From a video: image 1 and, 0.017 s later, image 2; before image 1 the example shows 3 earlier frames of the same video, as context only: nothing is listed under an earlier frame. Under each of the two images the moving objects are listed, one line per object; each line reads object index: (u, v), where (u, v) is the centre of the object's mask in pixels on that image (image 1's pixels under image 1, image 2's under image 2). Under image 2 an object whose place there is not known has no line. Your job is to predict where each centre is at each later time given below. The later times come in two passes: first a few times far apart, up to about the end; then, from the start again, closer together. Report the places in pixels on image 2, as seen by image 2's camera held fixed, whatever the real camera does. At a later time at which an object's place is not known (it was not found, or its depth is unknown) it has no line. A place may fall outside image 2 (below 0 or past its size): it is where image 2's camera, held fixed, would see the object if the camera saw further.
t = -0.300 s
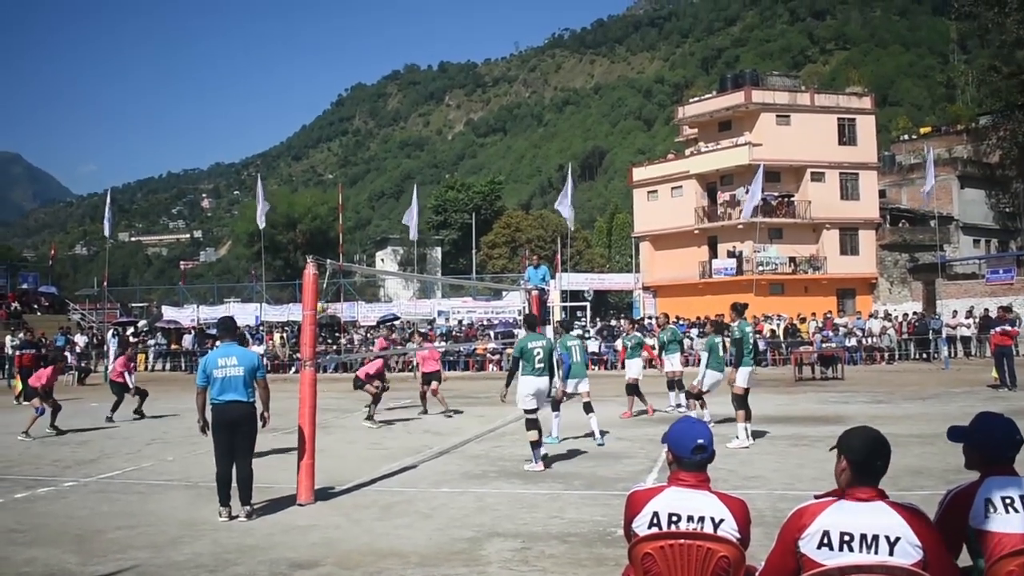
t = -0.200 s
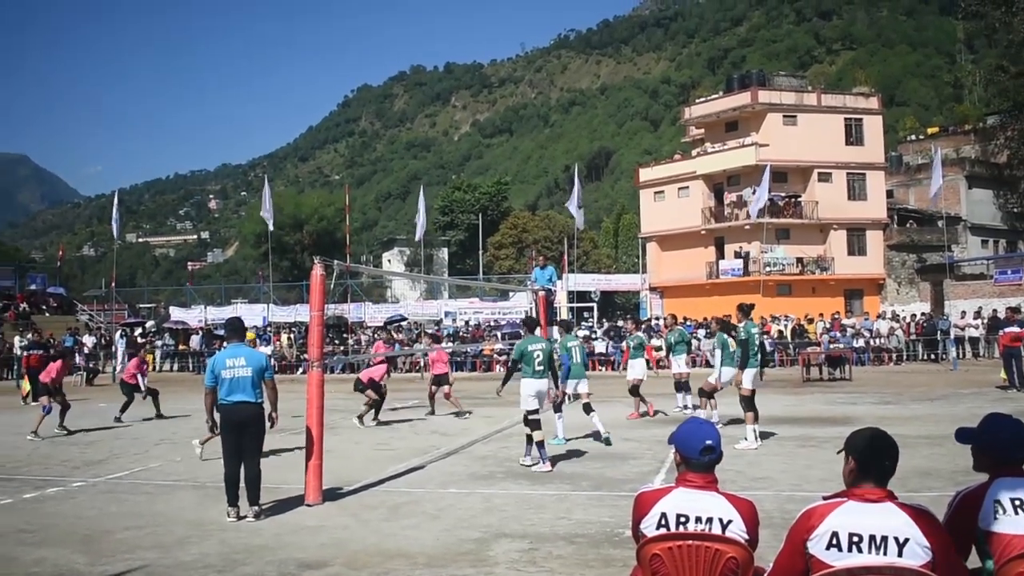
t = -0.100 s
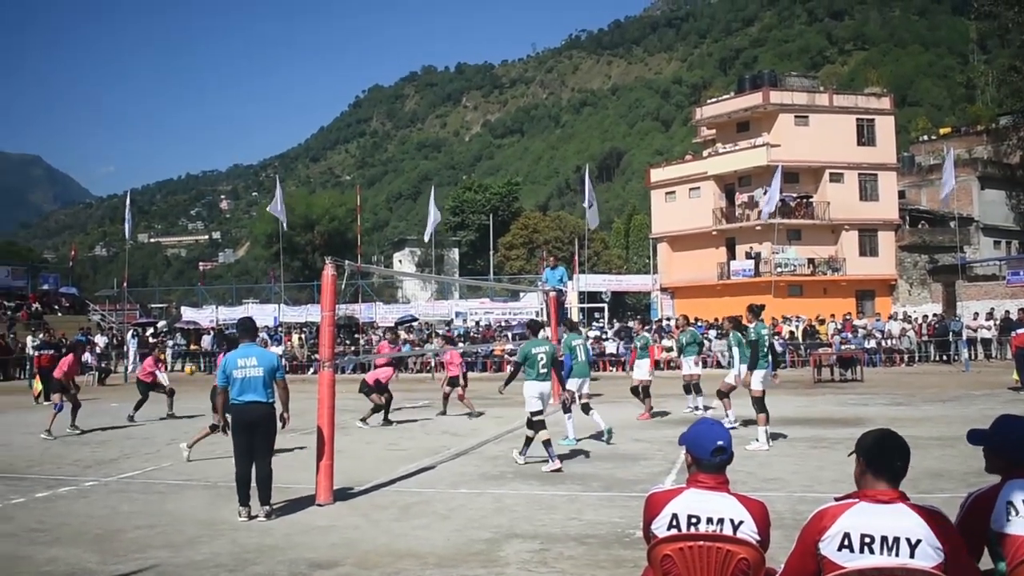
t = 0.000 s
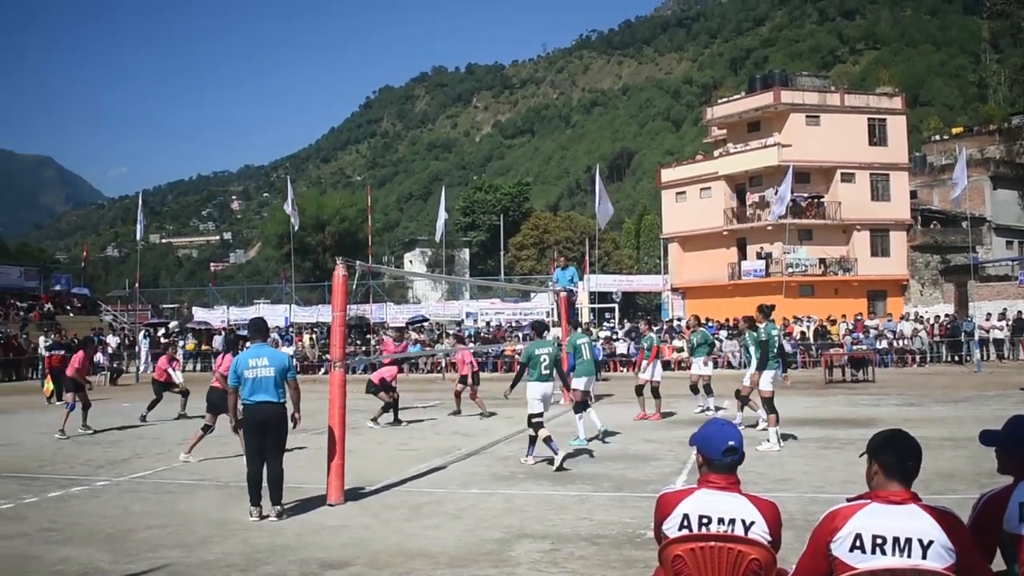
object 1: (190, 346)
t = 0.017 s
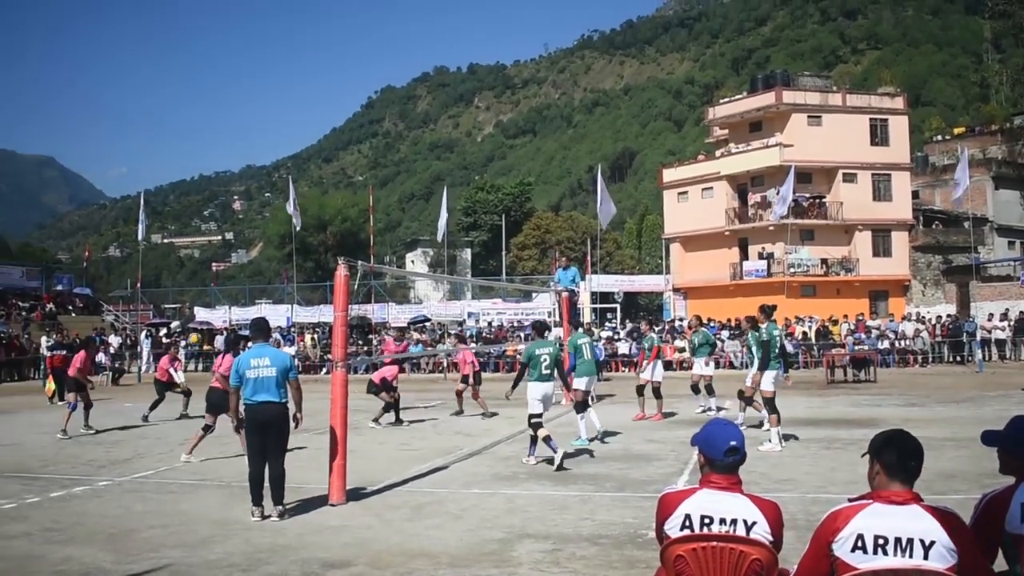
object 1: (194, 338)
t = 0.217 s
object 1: (219, 254)
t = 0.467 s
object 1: (251, 175)
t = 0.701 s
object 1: (281, 131)
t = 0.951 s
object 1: (313, 117)
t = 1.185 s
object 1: (343, 141)
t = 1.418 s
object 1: (378, 205)
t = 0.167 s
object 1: (213, 274)
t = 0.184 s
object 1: (214, 267)
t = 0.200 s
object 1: (217, 262)
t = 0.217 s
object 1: (219, 254)
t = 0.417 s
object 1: (244, 189)
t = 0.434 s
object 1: (247, 184)
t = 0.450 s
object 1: (249, 179)
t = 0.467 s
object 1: (251, 175)
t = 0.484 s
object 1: (253, 171)
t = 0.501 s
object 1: (255, 166)
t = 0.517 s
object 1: (258, 164)
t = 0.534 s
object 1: (260, 160)
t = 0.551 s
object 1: (262, 156)
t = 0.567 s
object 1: (264, 153)
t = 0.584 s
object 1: (267, 150)
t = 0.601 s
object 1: (268, 146)
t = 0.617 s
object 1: (270, 143)
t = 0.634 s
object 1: (273, 140)
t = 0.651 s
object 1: (275, 138)
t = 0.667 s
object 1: (276, 135)
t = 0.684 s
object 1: (278, 133)
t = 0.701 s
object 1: (281, 131)
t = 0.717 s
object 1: (283, 129)
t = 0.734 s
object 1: (285, 127)
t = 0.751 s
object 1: (287, 125)
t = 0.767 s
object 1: (289, 124)
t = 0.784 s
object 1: (292, 122)
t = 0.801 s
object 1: (293, 121)
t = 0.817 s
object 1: (296, 120)
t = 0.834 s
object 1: (298, 119)
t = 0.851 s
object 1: (299, 118)
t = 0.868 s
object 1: (302, 118)
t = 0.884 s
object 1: (304, 117)
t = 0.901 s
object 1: (306, 118)
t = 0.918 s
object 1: (309, 117)
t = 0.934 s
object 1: (311, 117)
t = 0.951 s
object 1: (313, 117)
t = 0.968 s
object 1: (315, 118)
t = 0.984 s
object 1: (317, 119)
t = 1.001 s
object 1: (319, 119)
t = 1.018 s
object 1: (321, 121)
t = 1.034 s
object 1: (323, 122)
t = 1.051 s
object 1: (326, 123)
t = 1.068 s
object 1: (328, 124)
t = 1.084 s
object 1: (330, 126)
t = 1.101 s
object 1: (333, 128)
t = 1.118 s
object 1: (335, 130)
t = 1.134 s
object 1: (336, 132)
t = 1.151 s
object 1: (339, 134)
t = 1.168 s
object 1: (341, 138)
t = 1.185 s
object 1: (343, 141)
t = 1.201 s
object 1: (346, 144)
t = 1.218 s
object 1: (349, 148)
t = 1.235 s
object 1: (350, 151)
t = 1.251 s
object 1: (353, 155)
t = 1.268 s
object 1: (356, 159)
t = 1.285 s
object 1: (358, 163)
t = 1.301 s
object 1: (361, 168)
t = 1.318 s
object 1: (363, 172)
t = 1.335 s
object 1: (366, 177)
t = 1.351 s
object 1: (367, 182)
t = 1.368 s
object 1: (371, 188)
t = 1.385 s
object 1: (374, 193)
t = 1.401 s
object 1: (375, 199)
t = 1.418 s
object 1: (378, 205)
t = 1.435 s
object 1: (381, 212)
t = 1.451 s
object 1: (384, 218)
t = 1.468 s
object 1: (387, 224)
